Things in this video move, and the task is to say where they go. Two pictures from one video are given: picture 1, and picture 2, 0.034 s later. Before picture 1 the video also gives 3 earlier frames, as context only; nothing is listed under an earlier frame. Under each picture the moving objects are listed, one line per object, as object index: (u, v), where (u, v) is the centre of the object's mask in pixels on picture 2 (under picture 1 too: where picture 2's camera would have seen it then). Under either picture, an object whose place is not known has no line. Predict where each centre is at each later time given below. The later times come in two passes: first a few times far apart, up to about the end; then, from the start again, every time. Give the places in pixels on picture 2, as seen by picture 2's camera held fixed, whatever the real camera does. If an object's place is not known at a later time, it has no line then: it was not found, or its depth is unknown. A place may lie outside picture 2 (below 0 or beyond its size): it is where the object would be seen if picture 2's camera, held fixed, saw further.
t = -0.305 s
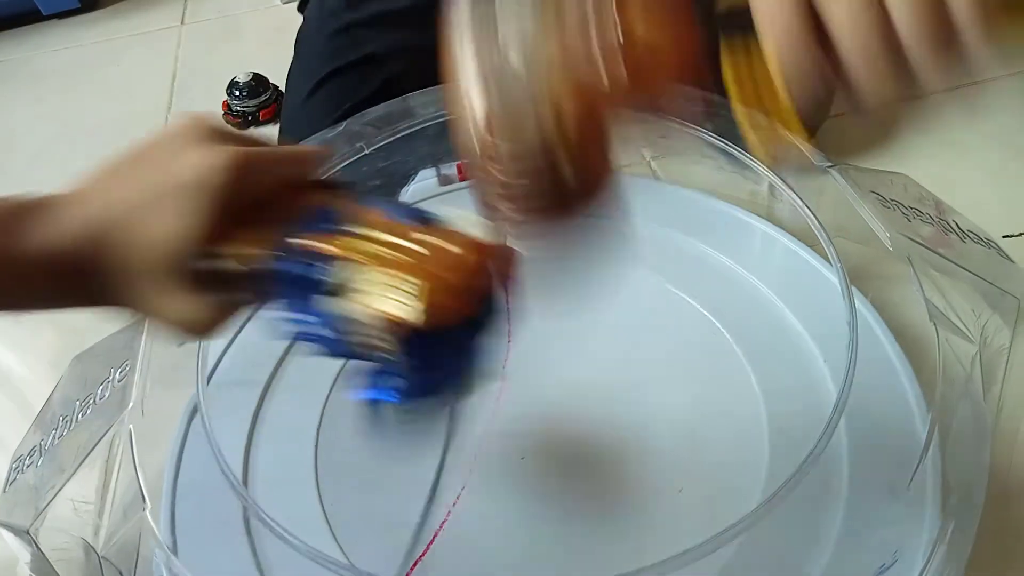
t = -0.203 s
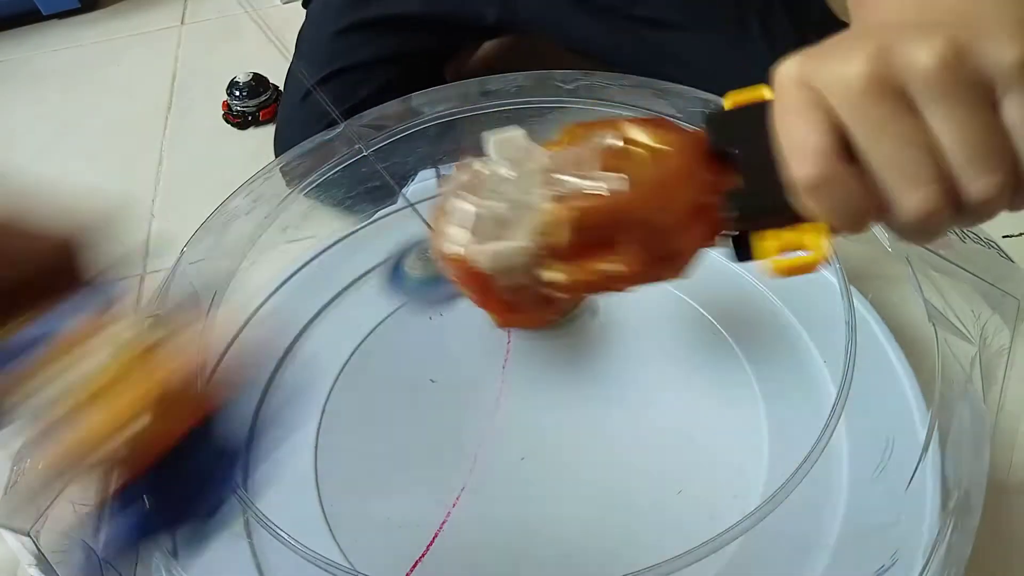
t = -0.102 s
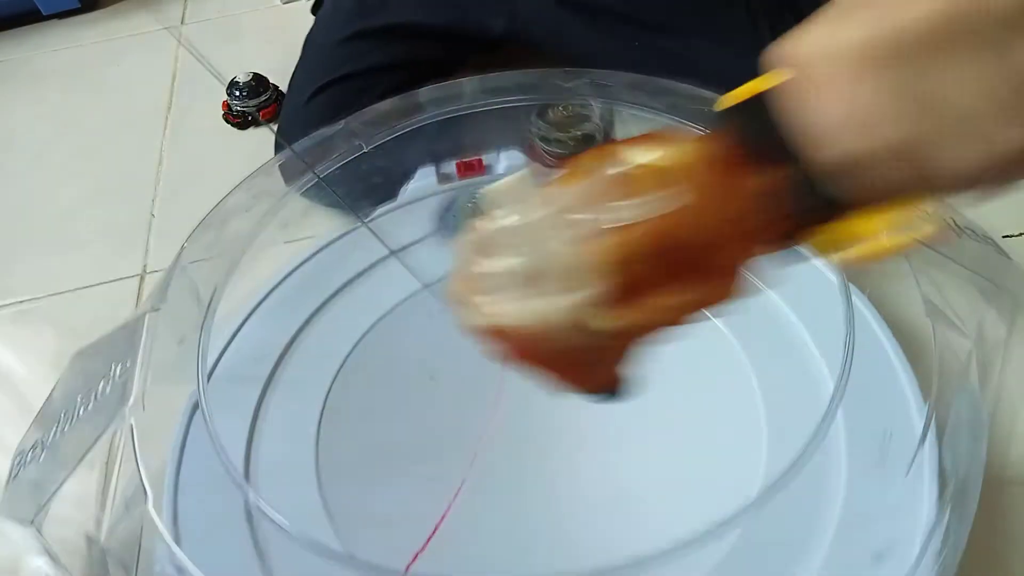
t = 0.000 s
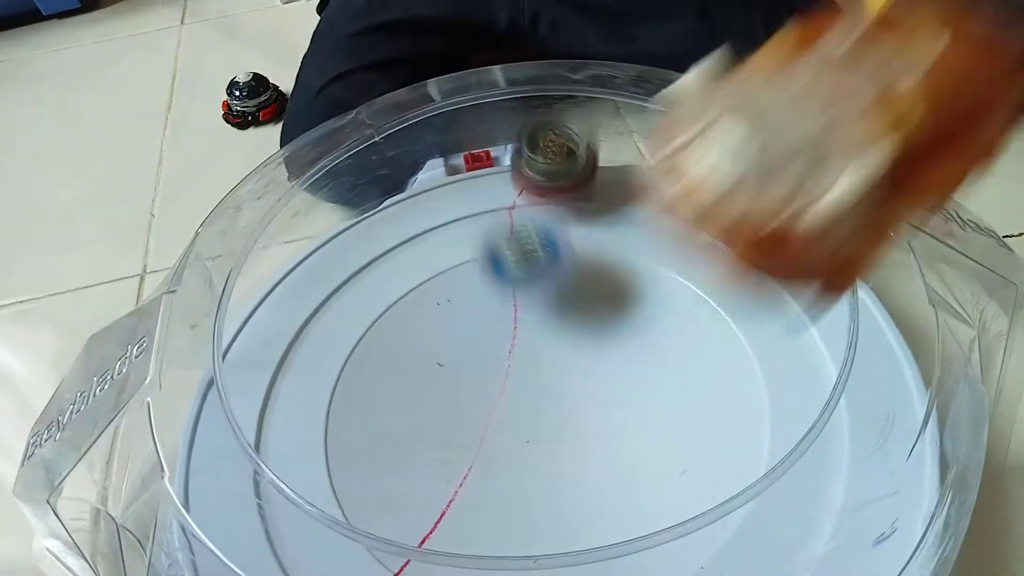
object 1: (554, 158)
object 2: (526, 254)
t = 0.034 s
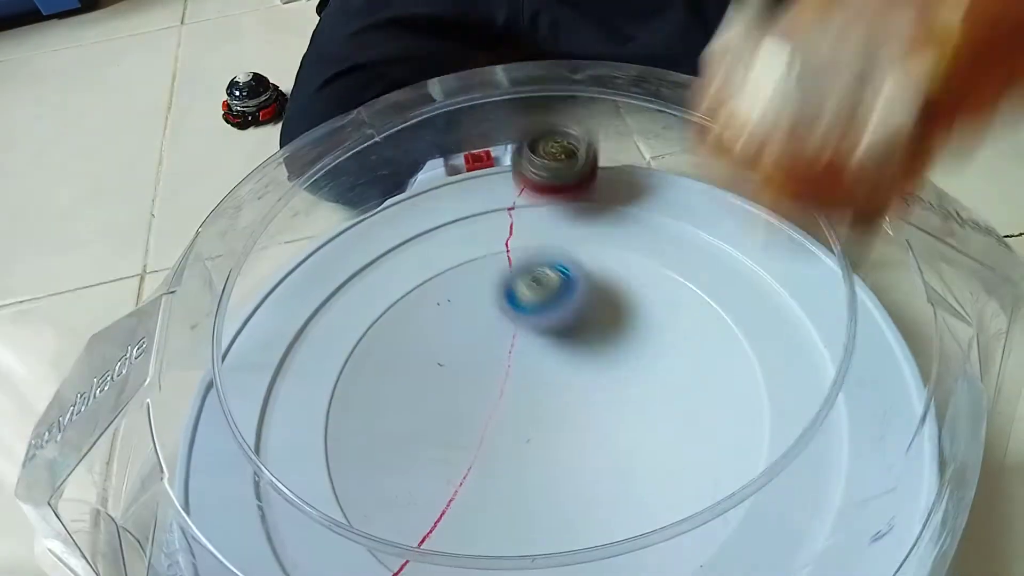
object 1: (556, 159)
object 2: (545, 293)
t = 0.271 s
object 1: (580, 174)
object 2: (609, 461)
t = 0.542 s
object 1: (582, 209)
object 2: (447, 391)
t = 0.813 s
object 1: (669, 244)
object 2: (462, 275)
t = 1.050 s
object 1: (747, 256)
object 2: (563, 342)
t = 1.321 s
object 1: (767, 300)
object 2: (560, 484)
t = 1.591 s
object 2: (380, 366)
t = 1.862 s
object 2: (493, 207)
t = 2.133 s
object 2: (556, 238)
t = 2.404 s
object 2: (628, 454)
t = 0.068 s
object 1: (559, 144)
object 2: (562, 309)
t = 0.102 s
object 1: (562, 143)
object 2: (579, 339)
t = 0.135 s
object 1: (565, 154)
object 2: (594, 367)
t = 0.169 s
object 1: (569, 172)
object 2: (609, 397)
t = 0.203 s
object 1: (572, 166)
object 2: (619, 420)
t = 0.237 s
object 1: (576, 169)
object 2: (618, 442)
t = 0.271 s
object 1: (580, 174)
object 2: (609, 461)
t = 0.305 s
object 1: (584, 174)
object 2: (593, 476)
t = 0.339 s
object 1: (586, 177)
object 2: (569, 483)
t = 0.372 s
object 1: (586, 180)
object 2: (542, 484)
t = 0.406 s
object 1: (583, 187)
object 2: (515, 479)
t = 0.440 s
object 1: (579, 194)
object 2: (490, 464)
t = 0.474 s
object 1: (578, 199)
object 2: (470, 444)
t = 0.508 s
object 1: (579, 204)
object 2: (455, 419)
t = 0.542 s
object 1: (582, 209)
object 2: (447, 391)
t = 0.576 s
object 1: (585, 215)
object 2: (445, 364)
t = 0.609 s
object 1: (588, 220)
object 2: (450, 335)
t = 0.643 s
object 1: (584, 237)
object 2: (474, 283)
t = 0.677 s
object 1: (584, 245)
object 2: (485, 268)
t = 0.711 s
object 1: (614, 241)
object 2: (473, 265)
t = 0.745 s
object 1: (635, 239)
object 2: (465, 267)
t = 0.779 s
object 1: (652, 241)
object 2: (461, 270)
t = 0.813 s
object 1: (669, 244)
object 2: (462, 275)
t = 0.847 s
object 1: (685, 246)
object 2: (467, 282)
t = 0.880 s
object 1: (700, 247)
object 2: (477, 291)
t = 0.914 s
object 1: (717, 247)
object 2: (490, 299)
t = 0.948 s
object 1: (733, 248)
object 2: (505, 310)
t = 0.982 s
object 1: (749, 246)
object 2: (523, 321)
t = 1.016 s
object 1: (752, 249)
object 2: (542, 331)
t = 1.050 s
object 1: (747, 256)
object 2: (563, 342)
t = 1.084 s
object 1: (741, 262)
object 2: (587, 354)
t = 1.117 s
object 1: (737, 267)
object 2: (605, 370)
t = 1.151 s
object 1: (737, 273)
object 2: (619, 391)
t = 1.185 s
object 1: (738, 278)
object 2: (624, 413)
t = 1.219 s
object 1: (742, 284)
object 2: (619, 435)
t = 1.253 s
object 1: (748, 289)
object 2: (605, 455)
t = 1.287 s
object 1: (756, 294)
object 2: (584, 472)
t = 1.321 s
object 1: (767, 300)
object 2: (560, 484)
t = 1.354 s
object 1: (778, 306)
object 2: (526, 490)
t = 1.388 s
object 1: (792, 312)
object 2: (497, 488)
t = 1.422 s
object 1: (802, 319)
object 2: (466, 480)
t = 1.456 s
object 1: (805, 322)
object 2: (437, 465)
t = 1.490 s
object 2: (415, 447)
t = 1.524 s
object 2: (397, 421)
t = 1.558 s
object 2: (383, 392)
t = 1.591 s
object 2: (380, 366)
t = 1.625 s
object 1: (785, 353)
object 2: (378, 336)
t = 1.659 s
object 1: (782, 361)
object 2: (384, 308)
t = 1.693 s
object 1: (779, 372)
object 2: (397, 281)
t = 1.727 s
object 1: (777, 383)
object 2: (419, 258)
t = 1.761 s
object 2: (442, 240)
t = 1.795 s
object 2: (464, 227)
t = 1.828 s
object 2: (479, 215)
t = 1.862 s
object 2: (493, 207)
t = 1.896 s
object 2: (506, 201)
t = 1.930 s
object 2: (515, 199)
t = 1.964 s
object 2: (522, 200)
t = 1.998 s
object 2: (528, 204)
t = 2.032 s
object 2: (536, 208)
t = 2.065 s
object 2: (542, 215)
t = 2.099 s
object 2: (548, 224)
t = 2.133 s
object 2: (556, 238)
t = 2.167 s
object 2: (570, 256)
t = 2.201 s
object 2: (586, 274)
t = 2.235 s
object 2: (605, 297)
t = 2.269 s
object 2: (624, 322)
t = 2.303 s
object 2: (640, 354)
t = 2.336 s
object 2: (648, 387)
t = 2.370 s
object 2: (646, 424)
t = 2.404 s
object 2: (628, 454)
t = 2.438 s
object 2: (578, 431)
